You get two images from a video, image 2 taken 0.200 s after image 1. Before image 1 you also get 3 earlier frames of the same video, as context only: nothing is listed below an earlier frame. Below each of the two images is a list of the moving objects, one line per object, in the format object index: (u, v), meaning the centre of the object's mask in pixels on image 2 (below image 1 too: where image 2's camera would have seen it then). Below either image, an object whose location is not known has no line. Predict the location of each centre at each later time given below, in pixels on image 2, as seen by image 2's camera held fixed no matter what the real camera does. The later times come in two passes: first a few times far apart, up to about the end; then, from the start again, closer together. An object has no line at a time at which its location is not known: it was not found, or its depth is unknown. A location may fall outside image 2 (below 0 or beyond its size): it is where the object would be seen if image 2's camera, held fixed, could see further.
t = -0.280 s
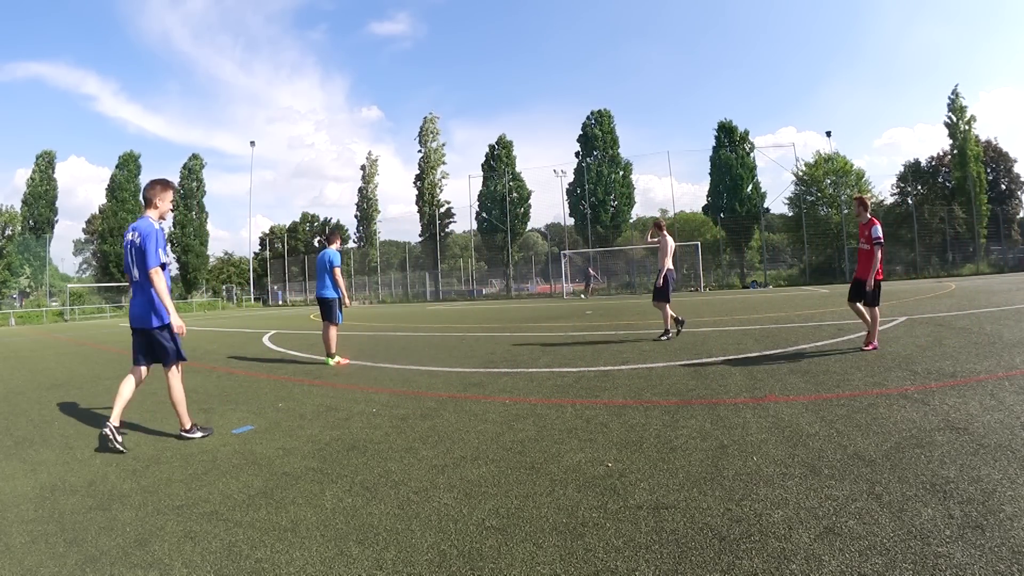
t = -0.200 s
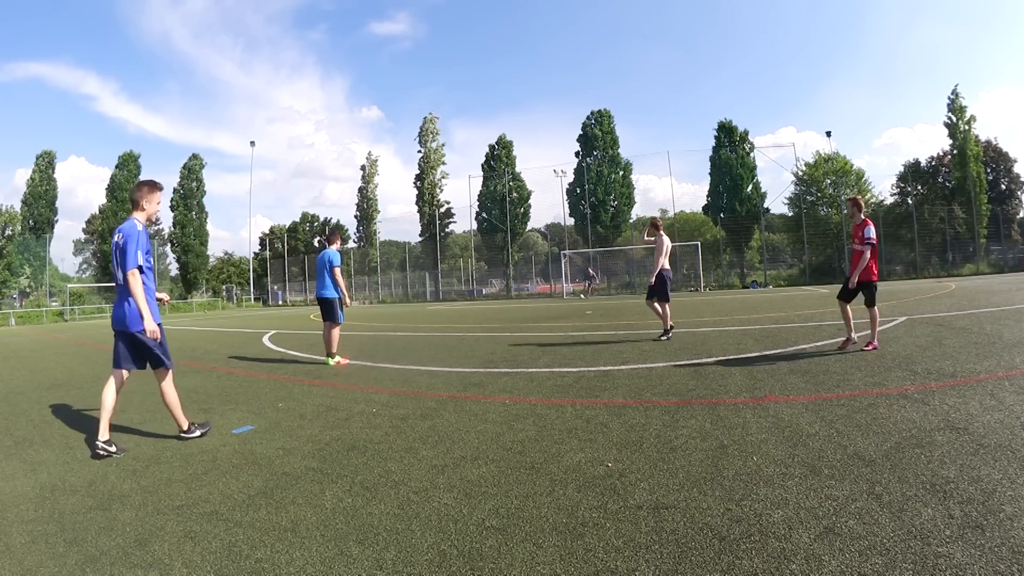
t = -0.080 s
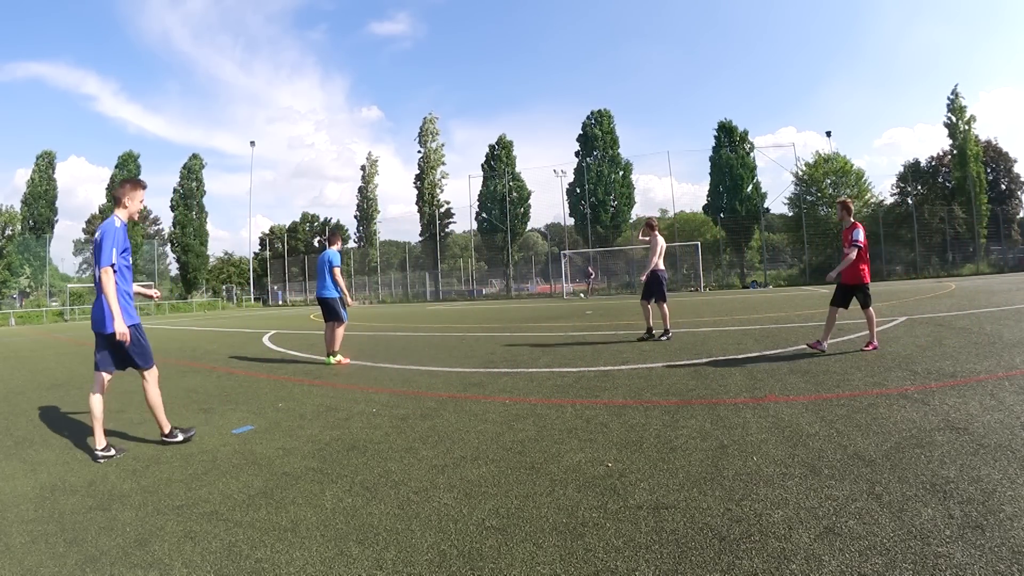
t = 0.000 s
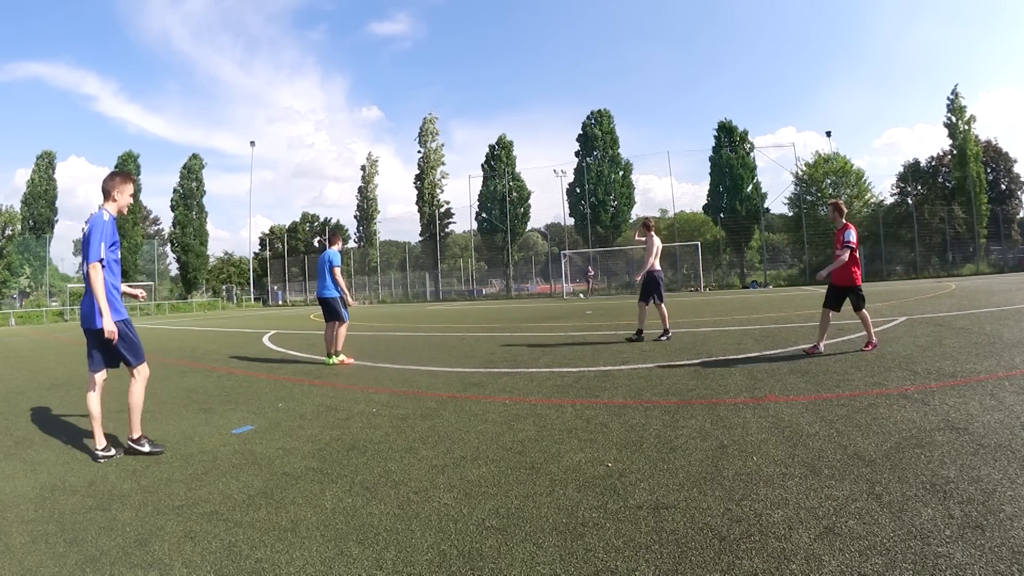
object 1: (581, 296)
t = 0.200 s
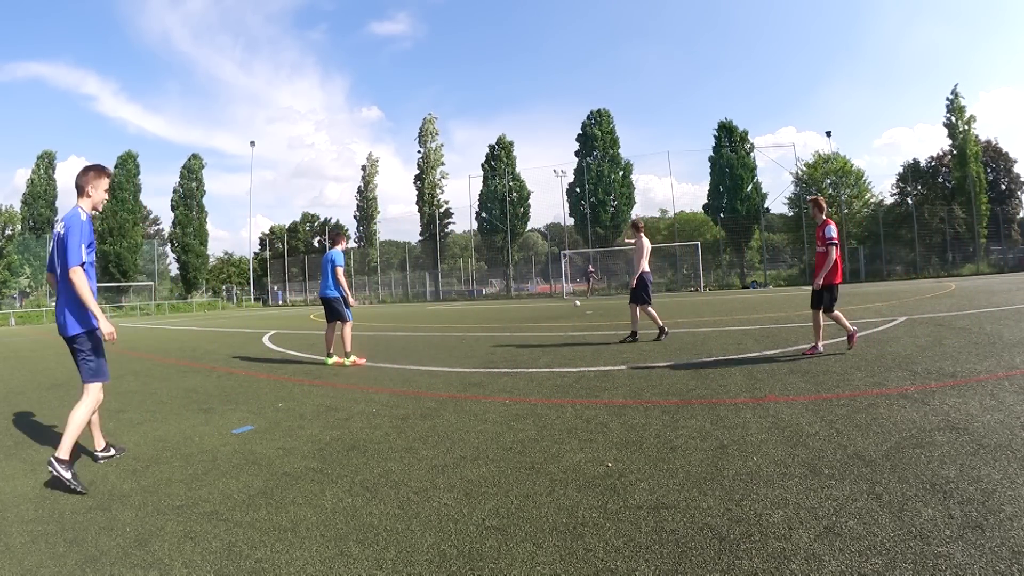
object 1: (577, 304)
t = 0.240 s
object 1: (576, 305)
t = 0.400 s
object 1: (570, 306)
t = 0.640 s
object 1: (551, 317)
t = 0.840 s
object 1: (527, 330)
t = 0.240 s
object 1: (576, 305)
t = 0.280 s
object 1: (575, 305)
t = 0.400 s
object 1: (570, 306)
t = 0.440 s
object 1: (567, 307)
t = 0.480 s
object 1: (564, 309)
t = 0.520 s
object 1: (561, 312)
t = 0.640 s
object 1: (551, 317)
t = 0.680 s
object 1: (546, 317)
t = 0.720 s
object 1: (542, 319)
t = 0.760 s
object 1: (538, 322)
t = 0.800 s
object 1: (533, 327)
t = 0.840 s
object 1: (527, 330)
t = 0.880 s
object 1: (521, 330)
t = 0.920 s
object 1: (515, 333)
